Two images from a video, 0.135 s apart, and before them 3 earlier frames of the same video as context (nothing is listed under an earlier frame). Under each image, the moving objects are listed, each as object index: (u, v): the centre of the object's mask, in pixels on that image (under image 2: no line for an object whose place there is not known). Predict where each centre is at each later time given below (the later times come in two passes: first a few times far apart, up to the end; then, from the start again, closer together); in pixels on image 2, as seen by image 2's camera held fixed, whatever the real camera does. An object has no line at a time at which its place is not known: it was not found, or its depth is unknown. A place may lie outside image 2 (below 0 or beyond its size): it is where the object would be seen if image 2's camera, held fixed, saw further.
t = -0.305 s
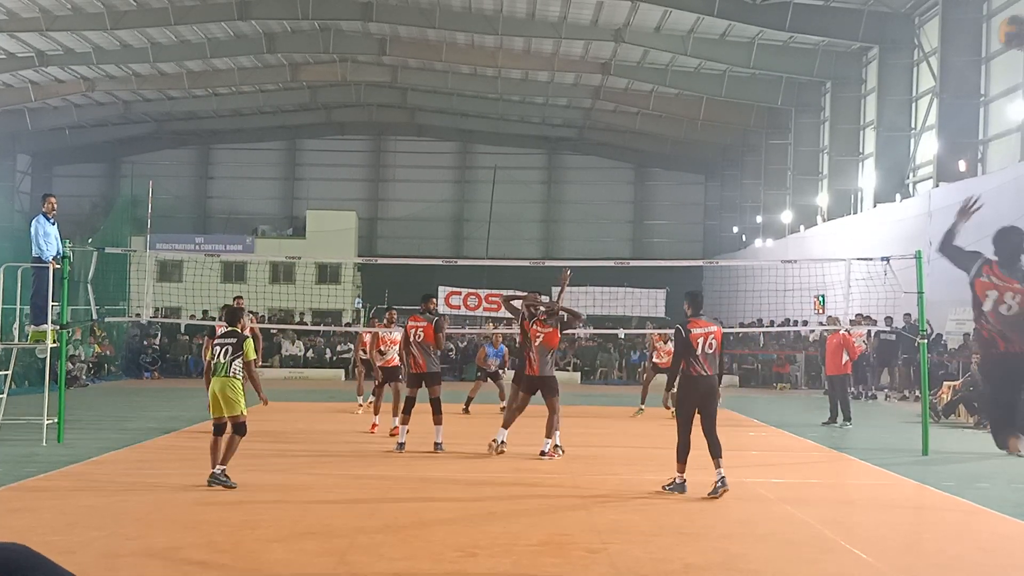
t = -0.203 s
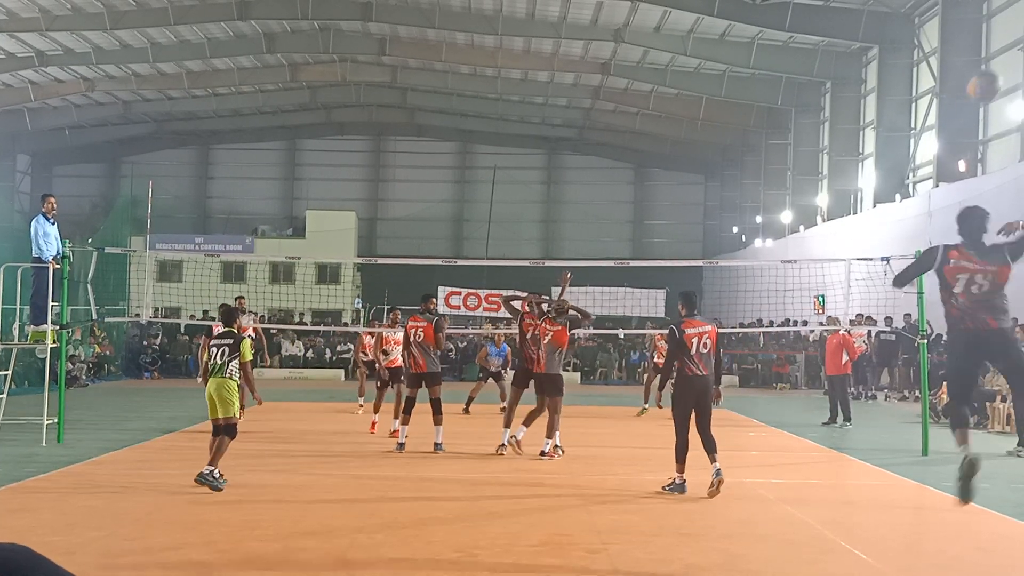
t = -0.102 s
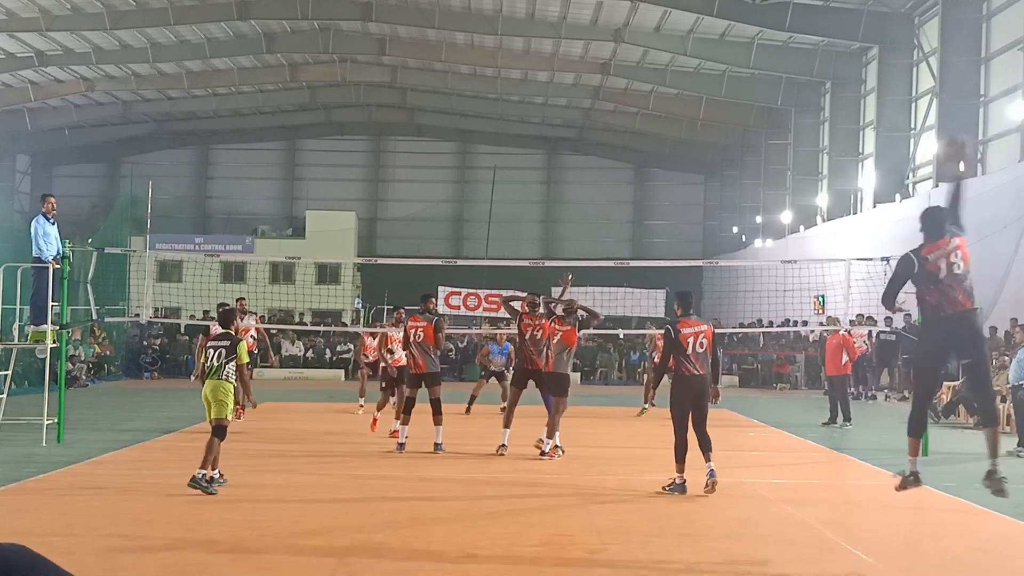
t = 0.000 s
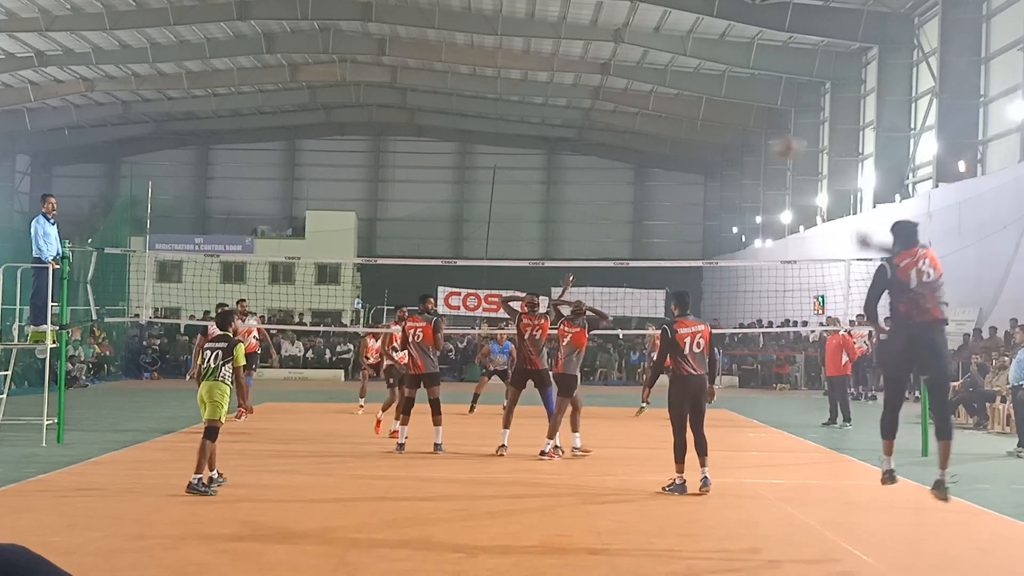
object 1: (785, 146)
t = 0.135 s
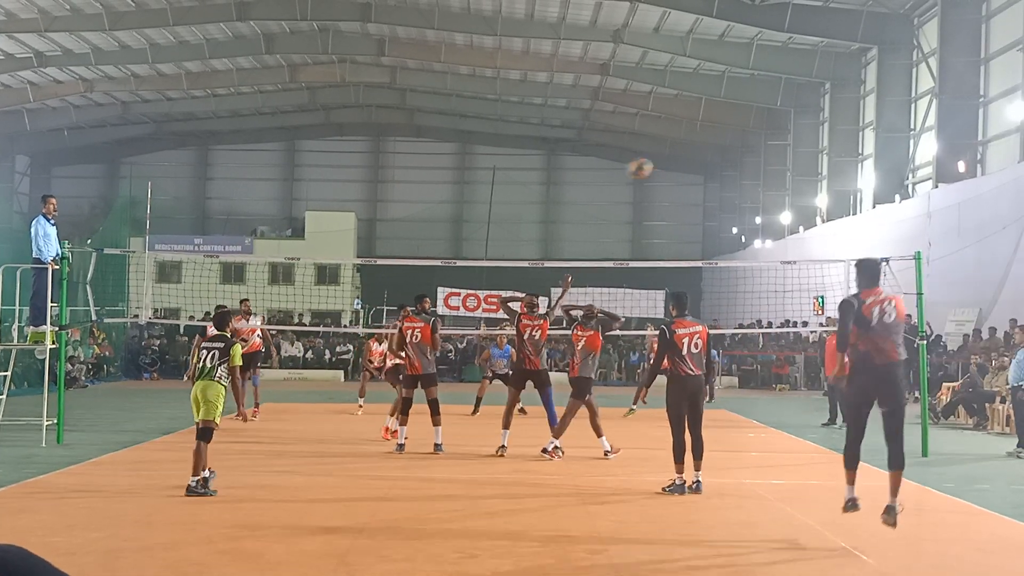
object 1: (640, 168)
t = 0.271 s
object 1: (538, 206)
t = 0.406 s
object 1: (464, 252)
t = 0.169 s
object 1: (610, 176)
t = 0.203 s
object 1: (584, 186)
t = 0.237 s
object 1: (560, 194)
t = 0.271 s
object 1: (538, 206)
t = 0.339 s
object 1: (497, 228)
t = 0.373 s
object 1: (479, 240)
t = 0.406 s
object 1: (464, 252)
